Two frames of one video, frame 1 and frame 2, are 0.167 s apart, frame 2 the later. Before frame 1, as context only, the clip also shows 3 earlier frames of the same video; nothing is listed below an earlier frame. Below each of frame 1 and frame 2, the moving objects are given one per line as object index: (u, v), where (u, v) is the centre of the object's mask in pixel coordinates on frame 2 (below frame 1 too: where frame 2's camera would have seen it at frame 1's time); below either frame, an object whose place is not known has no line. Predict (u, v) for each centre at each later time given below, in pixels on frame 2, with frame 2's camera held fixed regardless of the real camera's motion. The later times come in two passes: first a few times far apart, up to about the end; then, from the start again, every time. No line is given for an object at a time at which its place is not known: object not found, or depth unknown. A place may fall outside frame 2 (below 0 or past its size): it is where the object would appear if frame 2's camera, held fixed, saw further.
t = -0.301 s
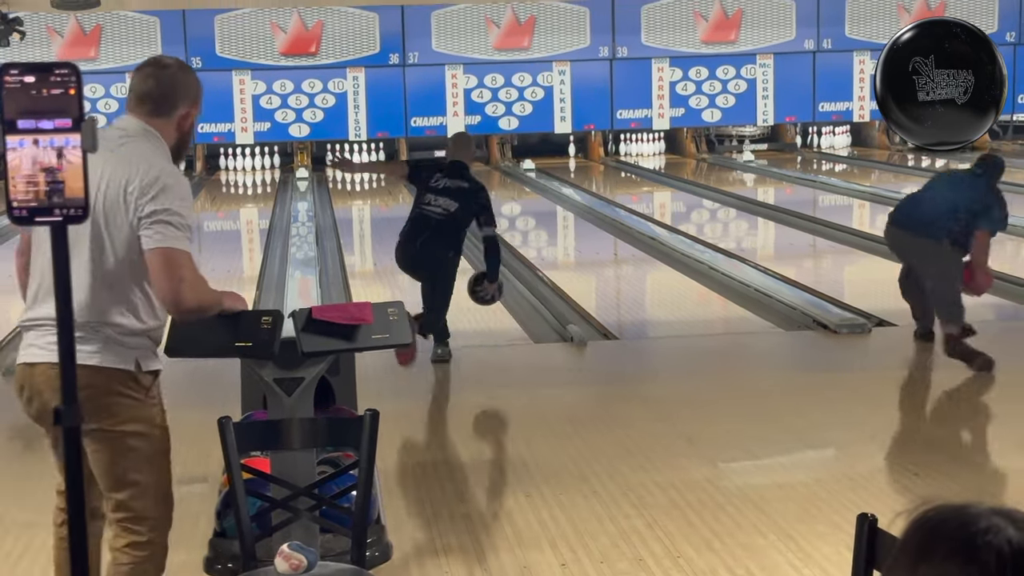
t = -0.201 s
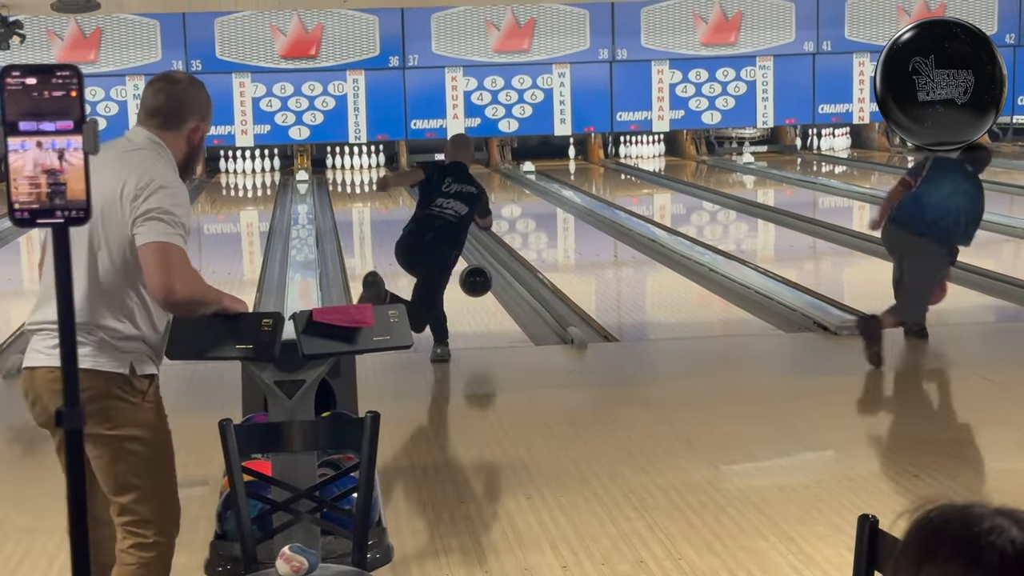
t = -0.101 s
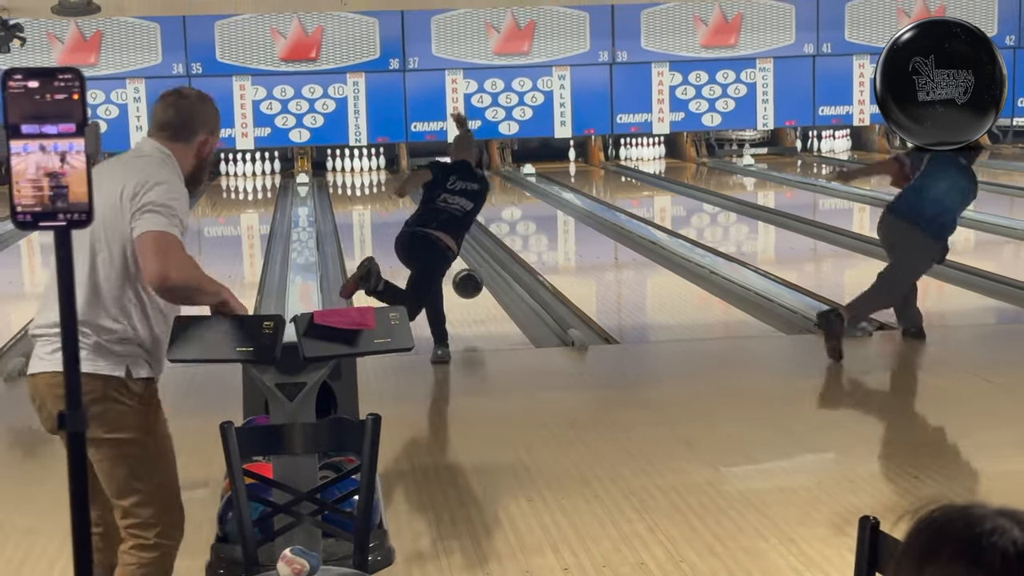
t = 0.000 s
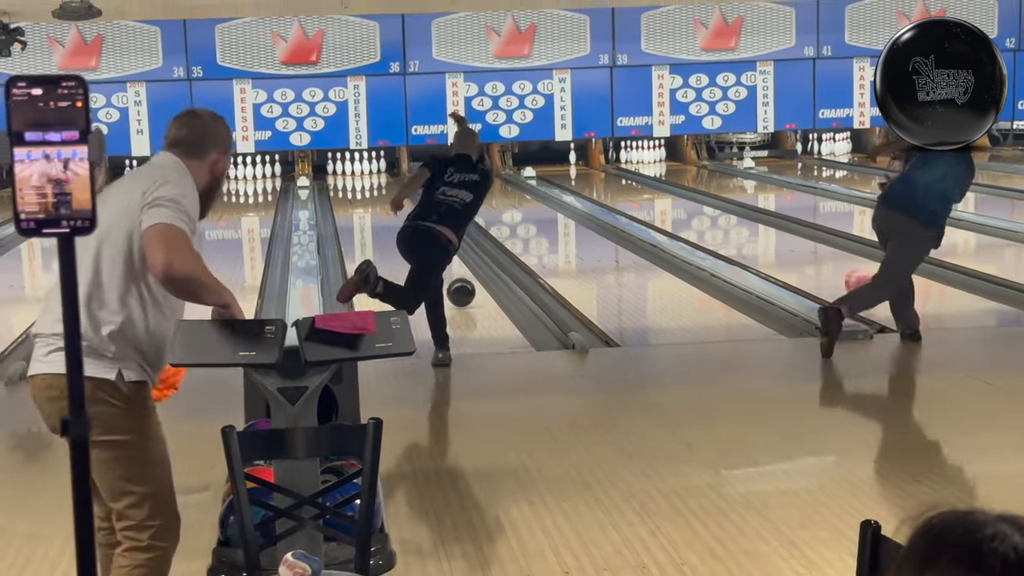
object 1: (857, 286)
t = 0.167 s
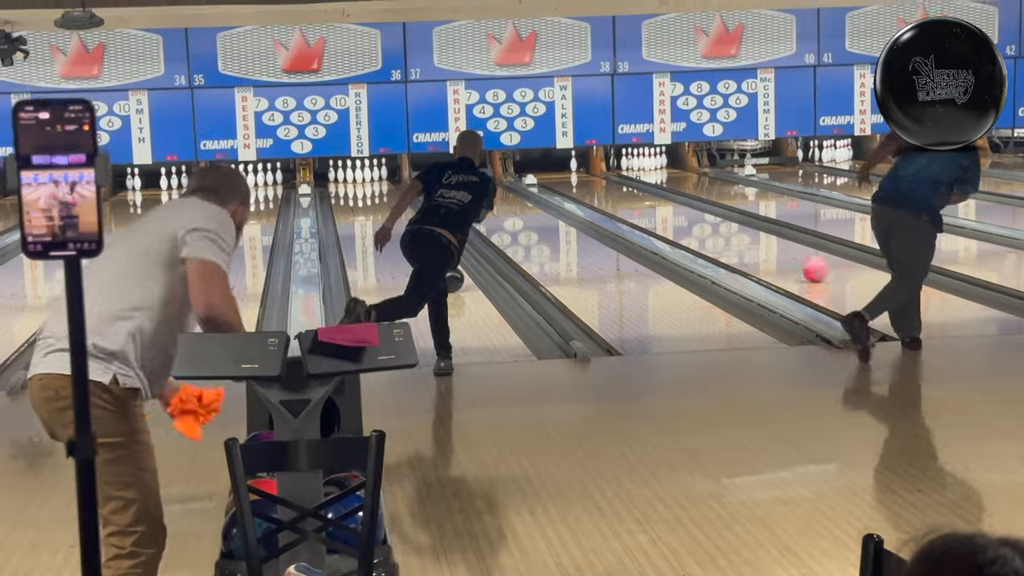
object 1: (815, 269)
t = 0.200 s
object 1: (808, 265)
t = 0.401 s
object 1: (766, 246)
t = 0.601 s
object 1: (731, 231)
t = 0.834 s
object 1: (700, 216)
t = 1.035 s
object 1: (678, 206)
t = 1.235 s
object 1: (659, 196)
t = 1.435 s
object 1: (641, 189)
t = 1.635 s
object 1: (628, 182)
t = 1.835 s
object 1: (615, 180)
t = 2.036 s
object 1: (597, 174)
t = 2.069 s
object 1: (595, 173)
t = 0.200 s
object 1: (808, 265)
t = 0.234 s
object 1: (800, 262)
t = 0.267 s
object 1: (792, 258)
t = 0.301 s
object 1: (785, 255)
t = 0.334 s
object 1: (778, 252)
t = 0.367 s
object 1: (772, 249)
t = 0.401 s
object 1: (766, 246)
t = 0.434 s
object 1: (758, 243)
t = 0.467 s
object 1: (753, 241)
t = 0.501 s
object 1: (748, 238)
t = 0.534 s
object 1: (742, 236)
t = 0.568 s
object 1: (737, 233)
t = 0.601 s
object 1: (731, 231)
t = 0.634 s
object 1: (727, 228)
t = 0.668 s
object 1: (723, 226)
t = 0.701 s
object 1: (717, 224)
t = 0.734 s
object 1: (713, 222)
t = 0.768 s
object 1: (708, 220)
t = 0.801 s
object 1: (705, 217)
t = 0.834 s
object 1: (700, 216)
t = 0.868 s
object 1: (695, 214)
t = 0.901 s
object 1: (692, 213)
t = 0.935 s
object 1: (688, 210)
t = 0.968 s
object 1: (685, 209)
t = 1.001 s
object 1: (681, 207)
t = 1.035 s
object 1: (678, 206)
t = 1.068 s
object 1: (674, 204)
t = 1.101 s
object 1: (671, 203)
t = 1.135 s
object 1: (668, 201)
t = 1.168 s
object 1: (665, 199)
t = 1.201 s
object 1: (661, 198)
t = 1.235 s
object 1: (659, 196)
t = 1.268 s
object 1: (655, 195)
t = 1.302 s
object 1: (652, 194)
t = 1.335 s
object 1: (650, 192)
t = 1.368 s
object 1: (647, 191)
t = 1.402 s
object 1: (644, 190)
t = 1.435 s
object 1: (641, 189)
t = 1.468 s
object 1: (639, 188)
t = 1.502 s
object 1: (636, 187)
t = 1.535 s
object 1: (634, 185)
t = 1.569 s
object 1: (631, 185)
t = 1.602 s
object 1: (629, 184)
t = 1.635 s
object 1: (628, 182)
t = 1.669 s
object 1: (624, 181)
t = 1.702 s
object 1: (622, 181)
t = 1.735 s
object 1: (620, 181)
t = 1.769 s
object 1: (619, 181)
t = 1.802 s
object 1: (618, 181)
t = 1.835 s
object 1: (615, 180)
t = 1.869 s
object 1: (612, 178)
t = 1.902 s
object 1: (610, 178)
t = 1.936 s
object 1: (606, 177)
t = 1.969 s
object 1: (605, 177)
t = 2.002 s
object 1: (600, 176)
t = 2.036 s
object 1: (597, 174)
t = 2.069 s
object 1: (595, 173)
